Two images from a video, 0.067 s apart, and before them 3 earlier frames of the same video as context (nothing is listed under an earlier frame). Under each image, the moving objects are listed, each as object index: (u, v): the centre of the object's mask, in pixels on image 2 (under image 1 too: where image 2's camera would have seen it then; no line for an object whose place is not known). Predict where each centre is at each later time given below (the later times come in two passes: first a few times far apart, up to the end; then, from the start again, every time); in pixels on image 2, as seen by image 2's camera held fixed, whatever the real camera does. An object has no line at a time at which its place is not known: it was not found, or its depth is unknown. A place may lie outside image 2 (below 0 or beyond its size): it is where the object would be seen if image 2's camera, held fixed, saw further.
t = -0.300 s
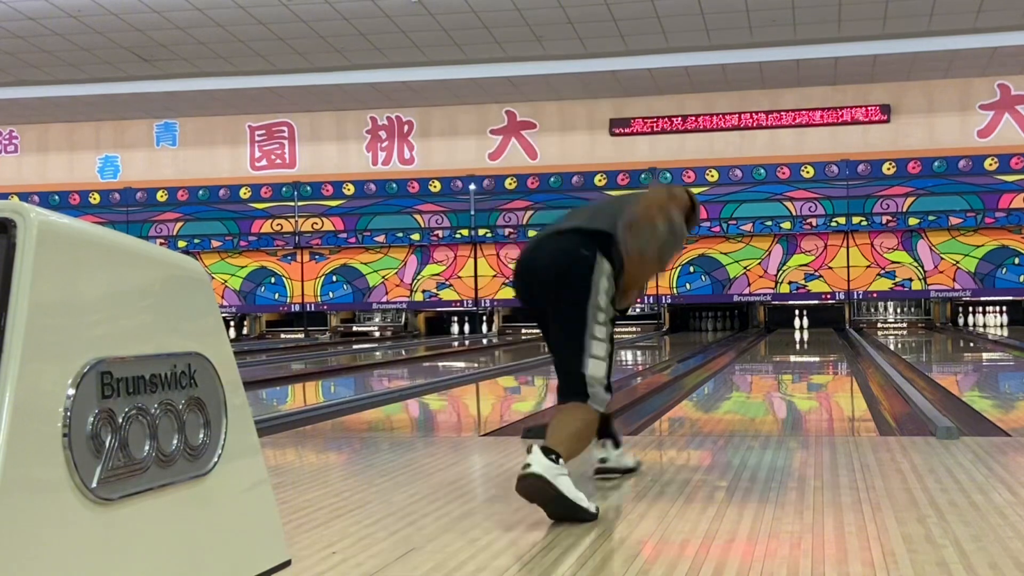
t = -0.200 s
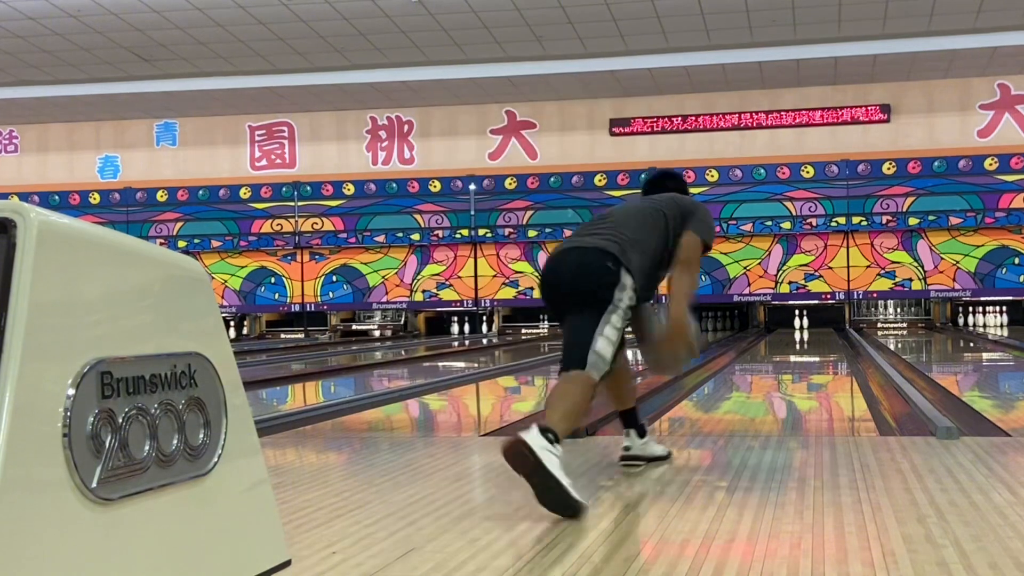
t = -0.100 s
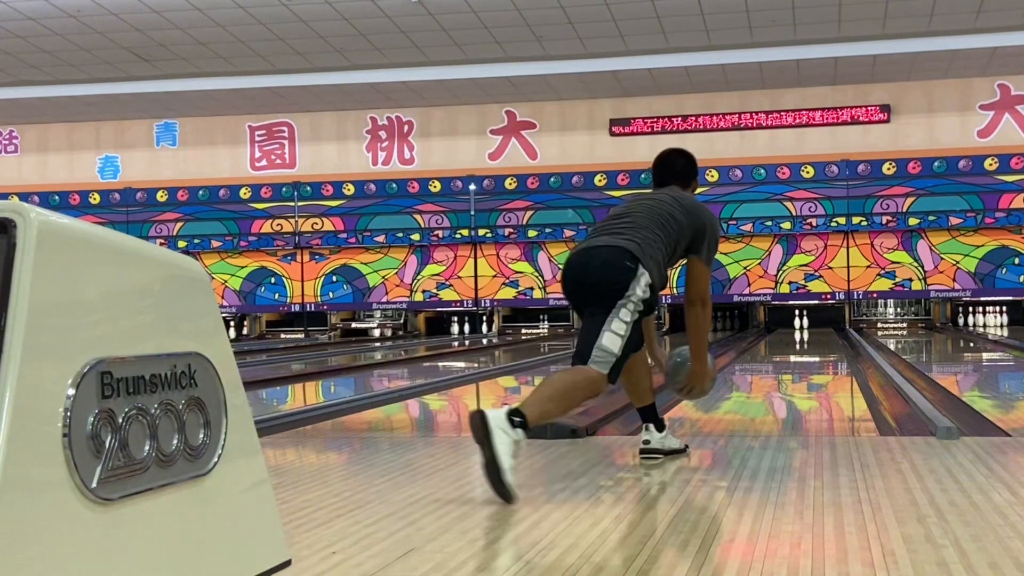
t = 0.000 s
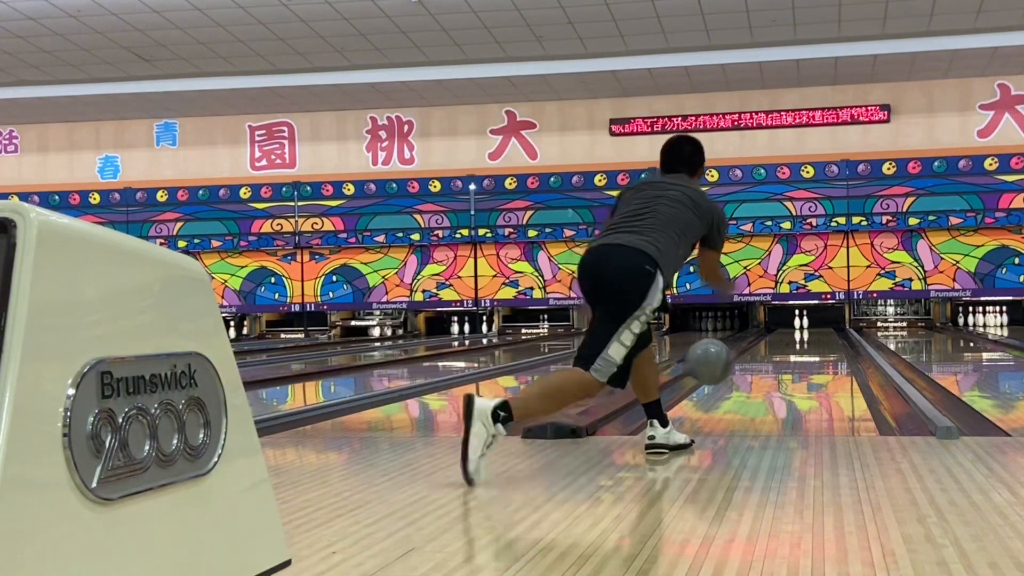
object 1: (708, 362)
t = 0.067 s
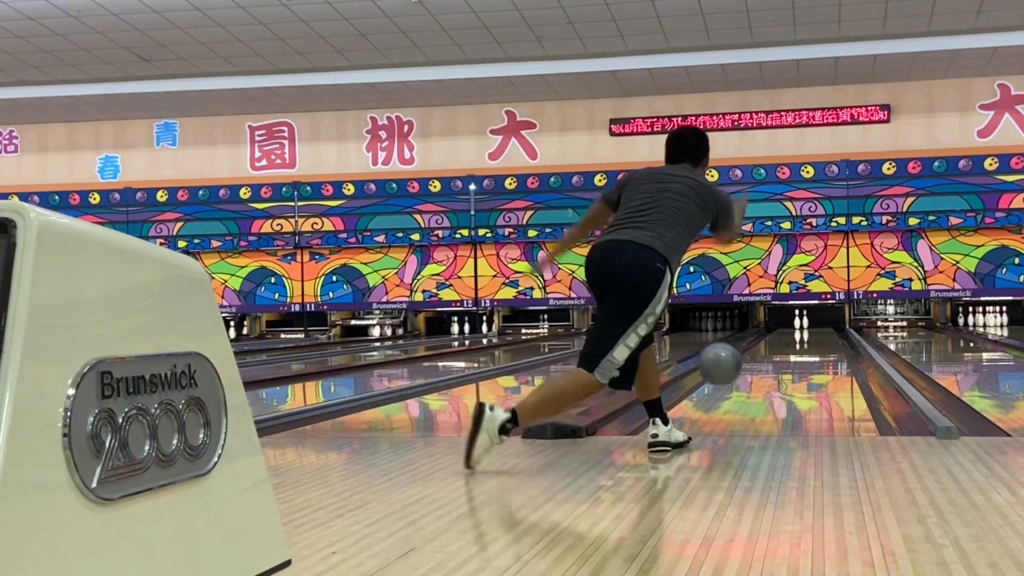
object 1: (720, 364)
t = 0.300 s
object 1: (746, 375)
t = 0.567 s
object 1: (764, 360)
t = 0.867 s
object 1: (777, 348)
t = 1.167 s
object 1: (785, 341)
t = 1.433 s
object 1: (790, 336)
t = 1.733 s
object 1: (795, 331)
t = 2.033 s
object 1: (798, 328)
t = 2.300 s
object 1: (798, 326)
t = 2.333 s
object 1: (798, 325)
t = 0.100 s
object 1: (724, 368)
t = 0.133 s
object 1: (730, 374)
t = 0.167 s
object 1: (733, 382)
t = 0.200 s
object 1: (736, 383)
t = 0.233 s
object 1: (740, 380)
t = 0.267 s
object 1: (744, 377)
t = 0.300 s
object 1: (746, 375)
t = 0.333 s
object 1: (750, 372)
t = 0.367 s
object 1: (752, 370)
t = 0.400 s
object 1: (754, 368)
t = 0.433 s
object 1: (756, 366)
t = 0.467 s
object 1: (758, 364)
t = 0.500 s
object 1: (760, 363)
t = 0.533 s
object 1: (762, 361)
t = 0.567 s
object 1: (764, 360)
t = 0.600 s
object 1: (765, 359)
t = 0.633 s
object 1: (767, 357)
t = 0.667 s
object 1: (769, 356)
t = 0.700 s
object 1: (770, 354)
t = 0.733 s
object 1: (772, 353)
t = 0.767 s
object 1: (774, 351)
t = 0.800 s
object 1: (775, 350)
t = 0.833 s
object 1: (775, 350)
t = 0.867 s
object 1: (777, 348)
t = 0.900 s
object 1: (777, 347)
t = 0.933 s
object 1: (779, 346)
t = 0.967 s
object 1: (779, 345)
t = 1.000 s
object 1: (780, 345)
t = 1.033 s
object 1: (781, 344)
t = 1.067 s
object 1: (782, 343)
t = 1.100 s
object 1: (784, 343)
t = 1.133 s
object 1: (784, 342)
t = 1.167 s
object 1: (785, 341)
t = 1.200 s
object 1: (785, 340)
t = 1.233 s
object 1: (786, 339)
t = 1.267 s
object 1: (787, 339)
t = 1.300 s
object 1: (788, 338)
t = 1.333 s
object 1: (788, 338)
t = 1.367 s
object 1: (789, 337)
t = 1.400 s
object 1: (789, 337)
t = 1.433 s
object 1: (790, 336)
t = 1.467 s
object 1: (790, 335)
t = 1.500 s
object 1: (791, 335)
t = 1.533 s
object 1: (791, 335)
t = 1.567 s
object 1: (792, 333)
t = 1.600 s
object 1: (793, 333)
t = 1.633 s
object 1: (793, 332)
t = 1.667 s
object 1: (794, 332)
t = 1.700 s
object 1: (795, 331)
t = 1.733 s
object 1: (795, 331)
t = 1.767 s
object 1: (795, 331)
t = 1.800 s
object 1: (796, 330)
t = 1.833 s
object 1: (796, 329)
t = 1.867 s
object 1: (796, 329)
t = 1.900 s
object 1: (796, 329)
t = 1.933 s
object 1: (797, 329)
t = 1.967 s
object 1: (797, 328)
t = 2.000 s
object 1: (797, 328)
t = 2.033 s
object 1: (798, 328)
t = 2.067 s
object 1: (798, 327)
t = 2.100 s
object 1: (798, 327)
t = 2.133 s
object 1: (798, 327)
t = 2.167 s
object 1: (798, 327)
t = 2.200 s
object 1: (798, 326)
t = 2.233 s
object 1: (798, 326)
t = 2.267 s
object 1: (798, 326)
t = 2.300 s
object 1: (798, 326)
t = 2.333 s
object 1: (798, 325)
